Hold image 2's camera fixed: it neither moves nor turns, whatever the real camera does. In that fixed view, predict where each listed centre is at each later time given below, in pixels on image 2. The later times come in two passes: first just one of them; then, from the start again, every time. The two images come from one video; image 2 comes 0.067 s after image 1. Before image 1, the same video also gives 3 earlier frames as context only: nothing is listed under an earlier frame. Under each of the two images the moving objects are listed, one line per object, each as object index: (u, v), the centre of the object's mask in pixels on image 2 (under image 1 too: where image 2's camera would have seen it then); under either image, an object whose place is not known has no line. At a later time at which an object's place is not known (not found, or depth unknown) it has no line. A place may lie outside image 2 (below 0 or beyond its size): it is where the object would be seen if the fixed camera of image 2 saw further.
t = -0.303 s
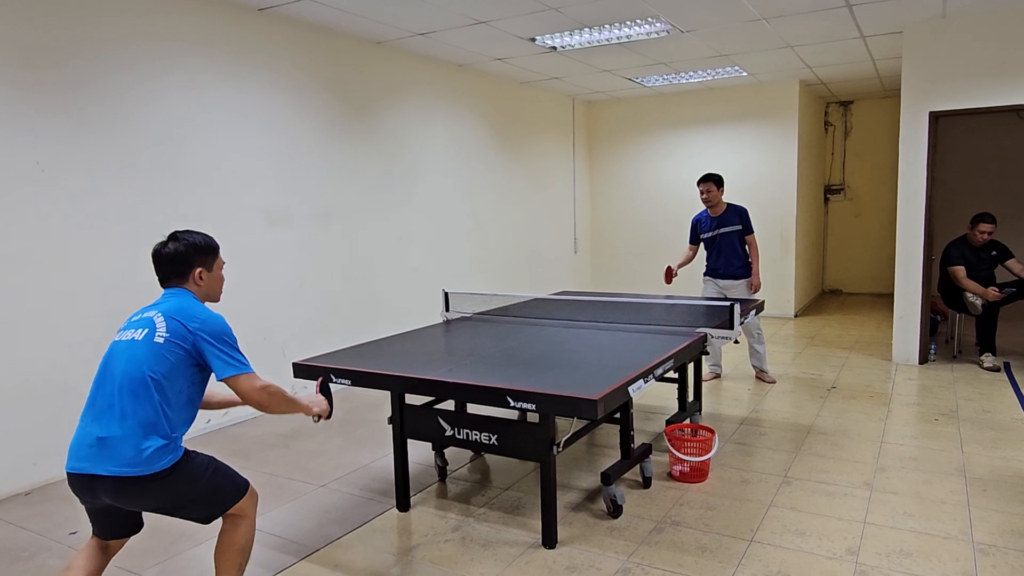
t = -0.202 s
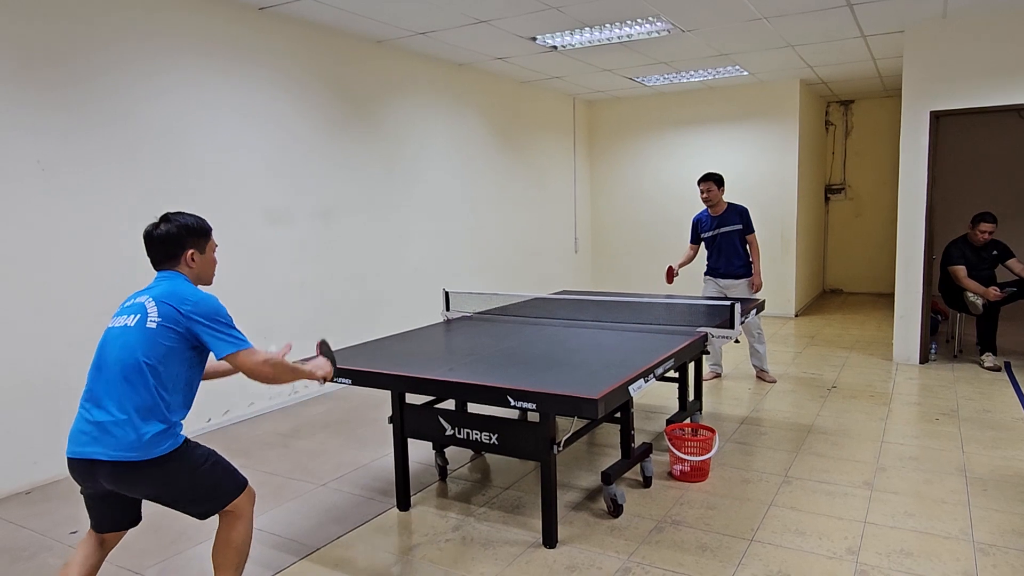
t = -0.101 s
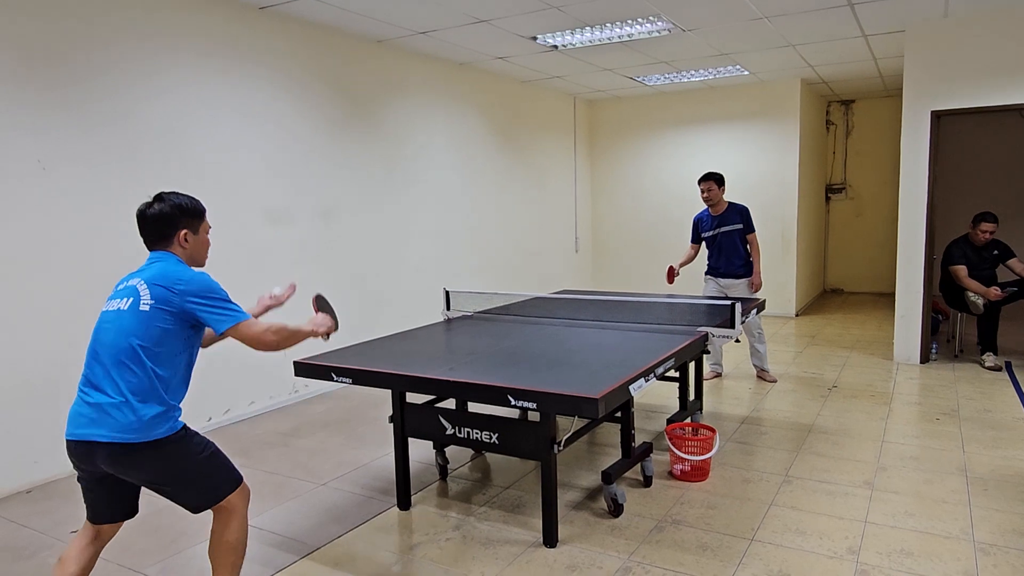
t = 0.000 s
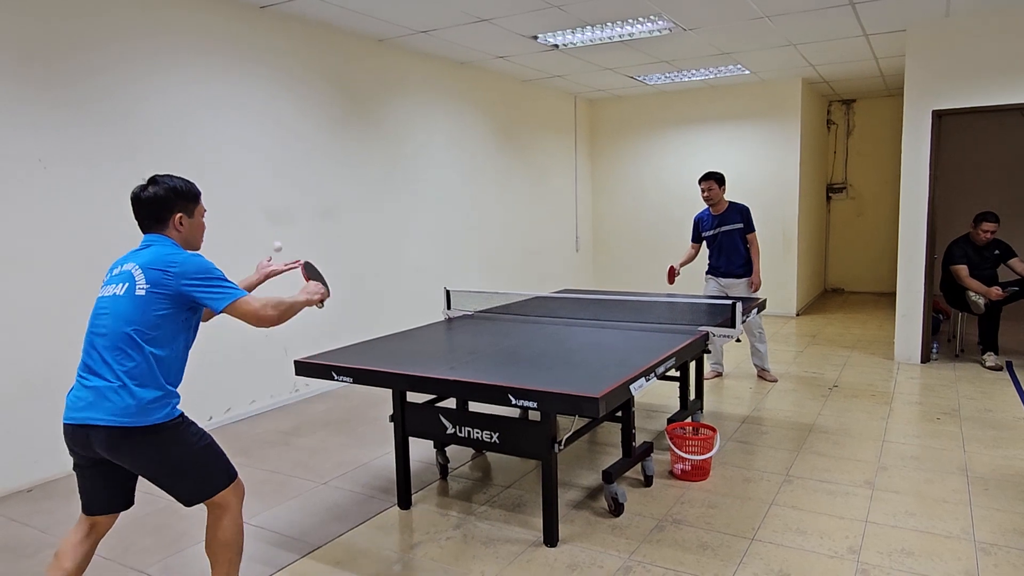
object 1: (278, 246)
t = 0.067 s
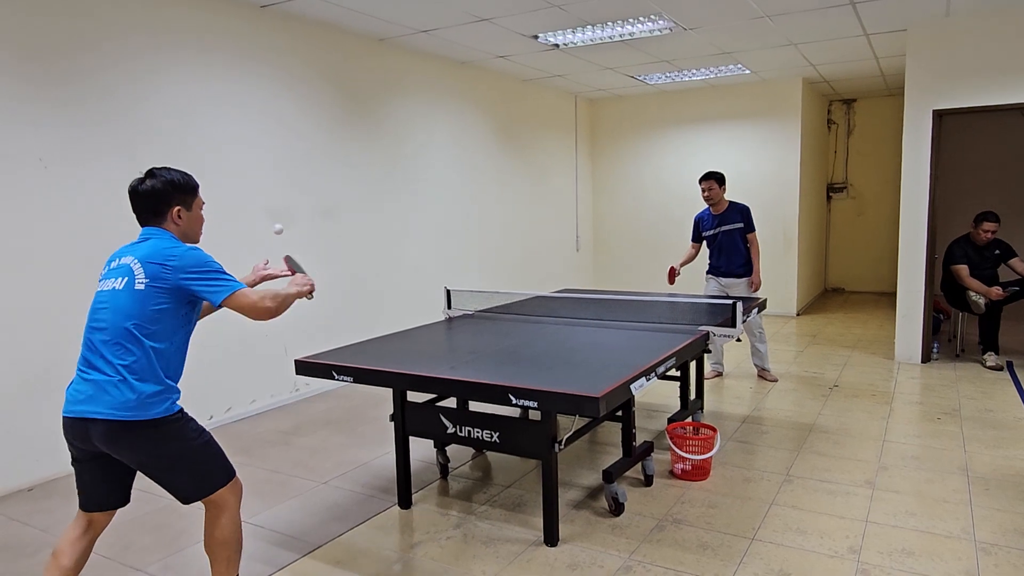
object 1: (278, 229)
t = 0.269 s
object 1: (283, 244)
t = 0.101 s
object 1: (278, 225)
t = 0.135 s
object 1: (278, 223)
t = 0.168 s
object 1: (280, 224)
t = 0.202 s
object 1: (281, 228)
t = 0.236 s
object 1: (282, 234)
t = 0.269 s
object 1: (283, 244)
